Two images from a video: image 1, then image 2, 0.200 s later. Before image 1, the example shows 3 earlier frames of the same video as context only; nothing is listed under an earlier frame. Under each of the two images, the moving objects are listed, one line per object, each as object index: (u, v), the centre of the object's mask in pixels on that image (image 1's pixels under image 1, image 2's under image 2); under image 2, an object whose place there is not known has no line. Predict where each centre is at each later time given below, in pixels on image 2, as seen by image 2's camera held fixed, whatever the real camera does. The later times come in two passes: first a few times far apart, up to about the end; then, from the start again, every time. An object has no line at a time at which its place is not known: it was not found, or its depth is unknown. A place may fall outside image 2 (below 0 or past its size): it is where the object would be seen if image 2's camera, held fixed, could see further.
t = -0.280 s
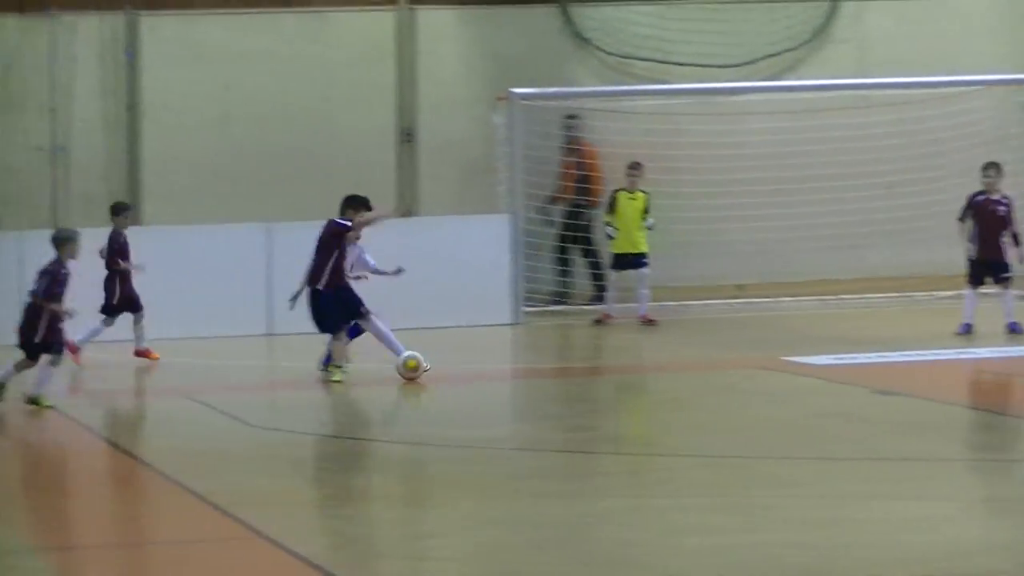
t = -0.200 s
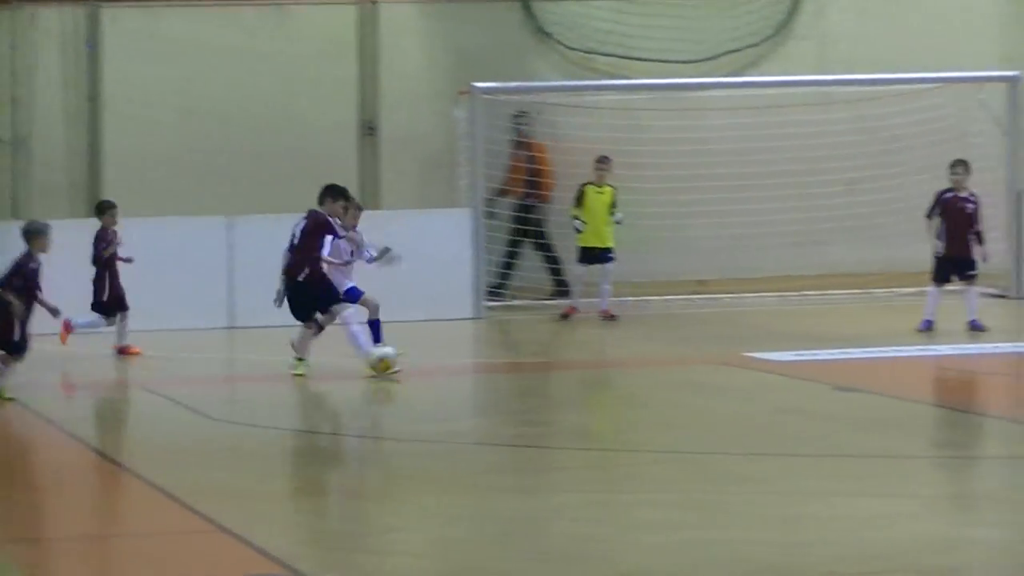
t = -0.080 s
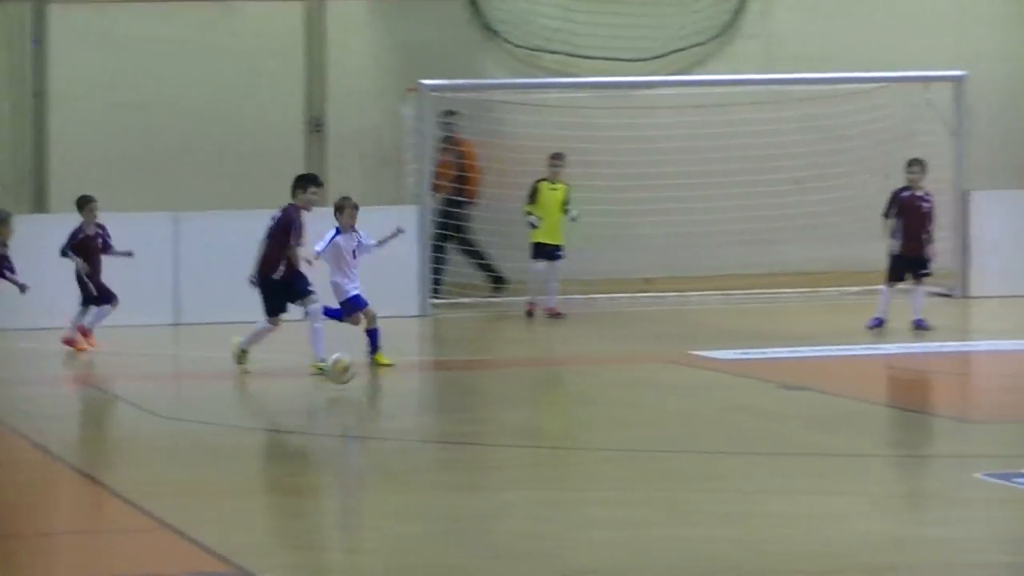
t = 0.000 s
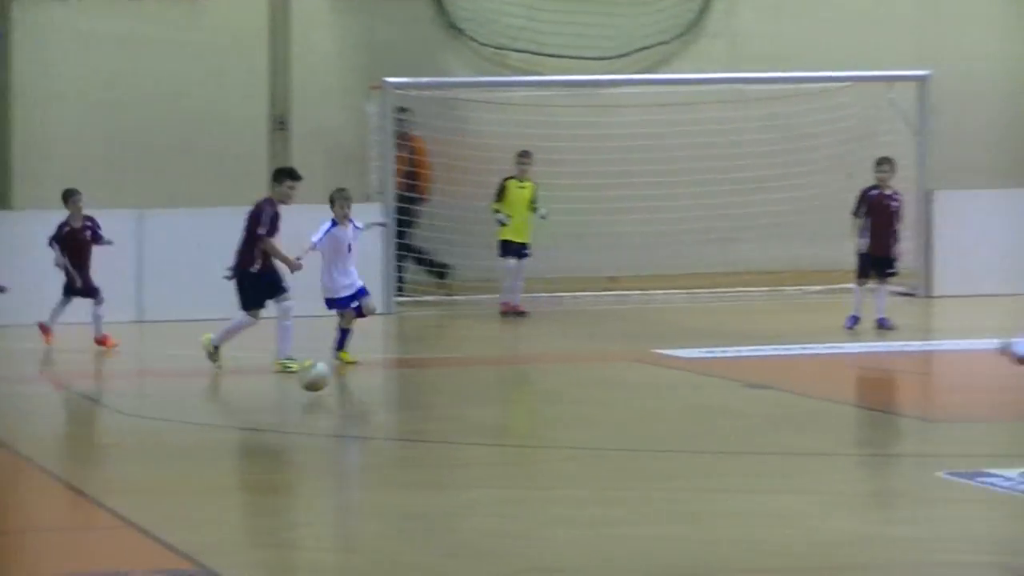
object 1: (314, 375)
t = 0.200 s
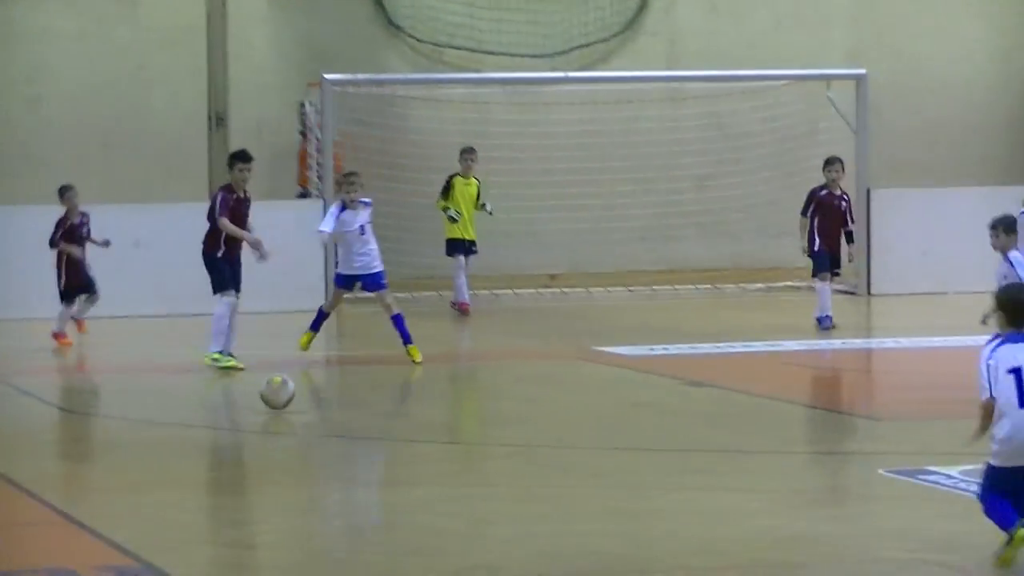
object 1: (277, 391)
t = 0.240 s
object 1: (281, 391)
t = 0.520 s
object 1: (318, 410)
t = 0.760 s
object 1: (353, 443)
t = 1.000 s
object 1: (389, 478)
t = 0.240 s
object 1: (281, 391)
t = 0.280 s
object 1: (286, 395)
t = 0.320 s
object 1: (291, 401)
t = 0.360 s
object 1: (297, 409)
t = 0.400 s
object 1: (302, 404)
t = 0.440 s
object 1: (307, 404)
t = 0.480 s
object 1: (312, 406)
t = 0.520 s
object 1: (318, 410)
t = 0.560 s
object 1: (325, 419)
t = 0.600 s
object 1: (330, 431)
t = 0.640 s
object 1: (336, 430)
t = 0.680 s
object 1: (341, 432)
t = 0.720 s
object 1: (348, 436)
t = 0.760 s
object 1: (353, 443)
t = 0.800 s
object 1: (361, 454)
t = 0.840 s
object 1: (367, 453)
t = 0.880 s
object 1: (373, 458)
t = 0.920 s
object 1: (378, 467)
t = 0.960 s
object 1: (384, 471)
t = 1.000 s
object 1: (389, 478)
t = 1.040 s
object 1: (396, 483)
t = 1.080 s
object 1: (402, 488)
